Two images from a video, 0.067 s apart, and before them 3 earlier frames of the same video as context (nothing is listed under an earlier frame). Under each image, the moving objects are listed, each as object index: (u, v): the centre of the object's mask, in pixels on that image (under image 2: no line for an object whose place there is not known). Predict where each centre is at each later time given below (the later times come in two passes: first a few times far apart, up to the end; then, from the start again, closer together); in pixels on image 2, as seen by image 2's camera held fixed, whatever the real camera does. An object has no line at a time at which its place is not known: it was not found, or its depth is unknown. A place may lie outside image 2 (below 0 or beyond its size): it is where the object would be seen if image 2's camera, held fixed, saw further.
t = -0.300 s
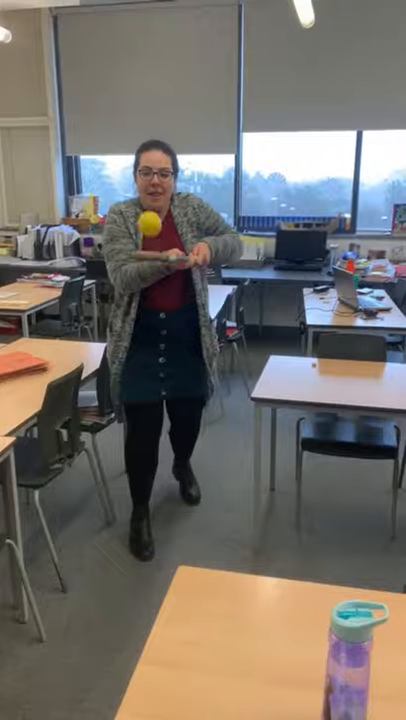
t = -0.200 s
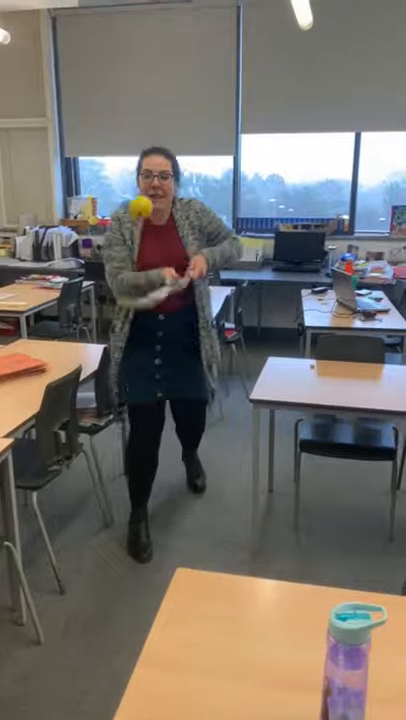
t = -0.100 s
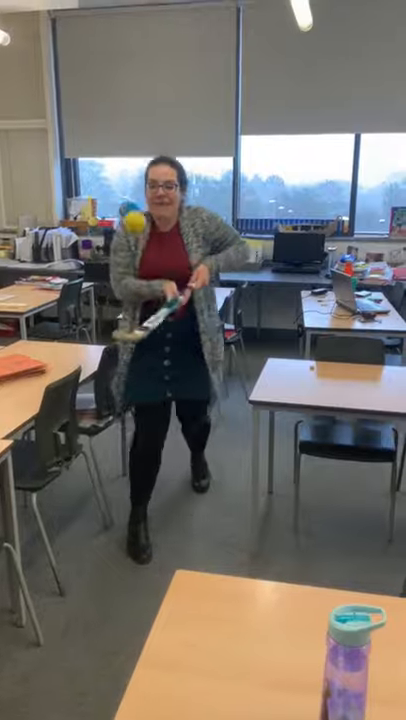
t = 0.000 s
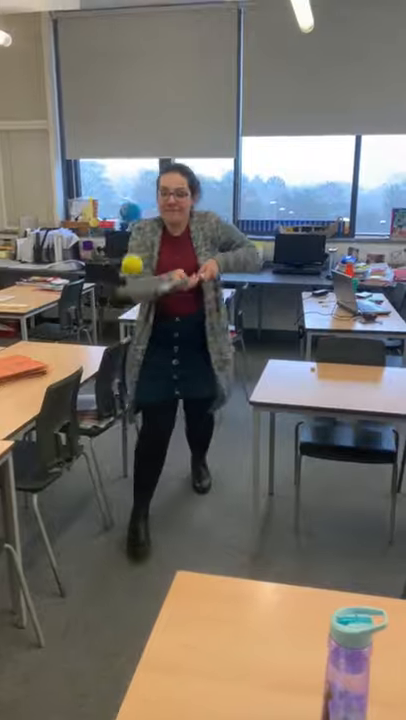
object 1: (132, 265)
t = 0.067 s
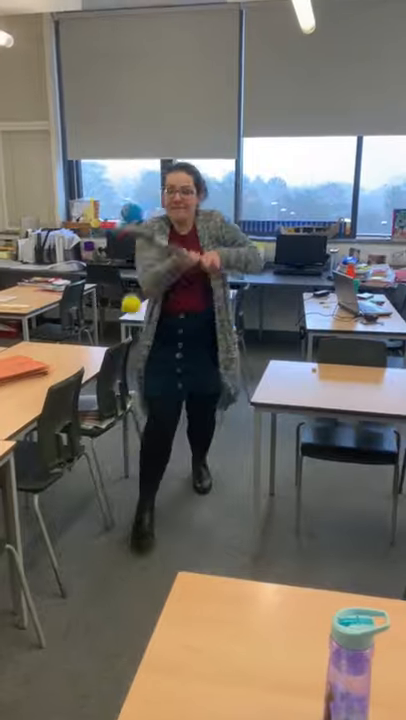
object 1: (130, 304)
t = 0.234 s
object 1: (129, 435)
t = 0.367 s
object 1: (126, 521)
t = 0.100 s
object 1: (131, 329)
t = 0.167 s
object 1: (129, 378)
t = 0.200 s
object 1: (128, 405)
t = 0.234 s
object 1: (129, 435)
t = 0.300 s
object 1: (126, 497)
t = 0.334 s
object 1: (127, 528)
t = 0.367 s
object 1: (126, 521)
